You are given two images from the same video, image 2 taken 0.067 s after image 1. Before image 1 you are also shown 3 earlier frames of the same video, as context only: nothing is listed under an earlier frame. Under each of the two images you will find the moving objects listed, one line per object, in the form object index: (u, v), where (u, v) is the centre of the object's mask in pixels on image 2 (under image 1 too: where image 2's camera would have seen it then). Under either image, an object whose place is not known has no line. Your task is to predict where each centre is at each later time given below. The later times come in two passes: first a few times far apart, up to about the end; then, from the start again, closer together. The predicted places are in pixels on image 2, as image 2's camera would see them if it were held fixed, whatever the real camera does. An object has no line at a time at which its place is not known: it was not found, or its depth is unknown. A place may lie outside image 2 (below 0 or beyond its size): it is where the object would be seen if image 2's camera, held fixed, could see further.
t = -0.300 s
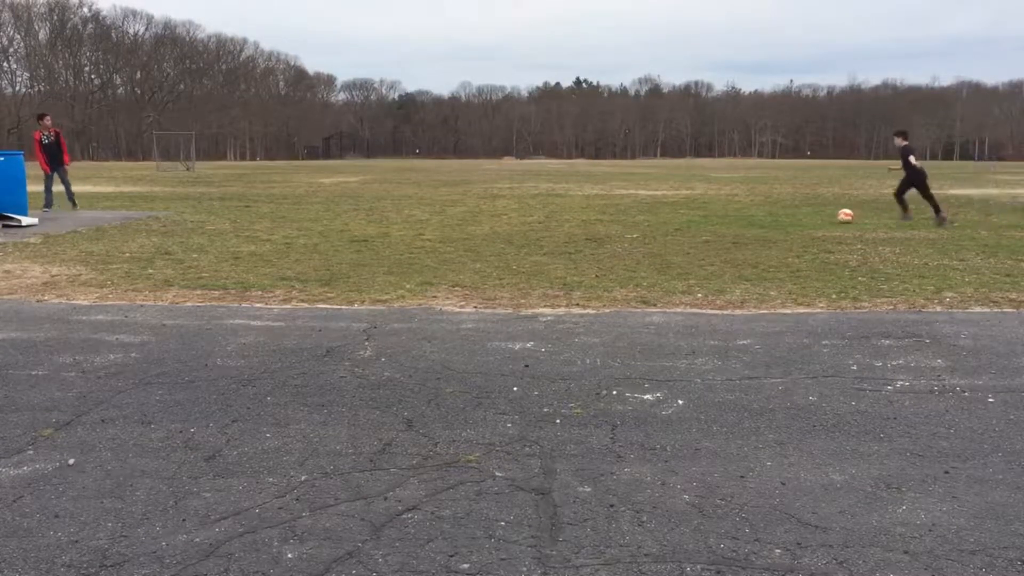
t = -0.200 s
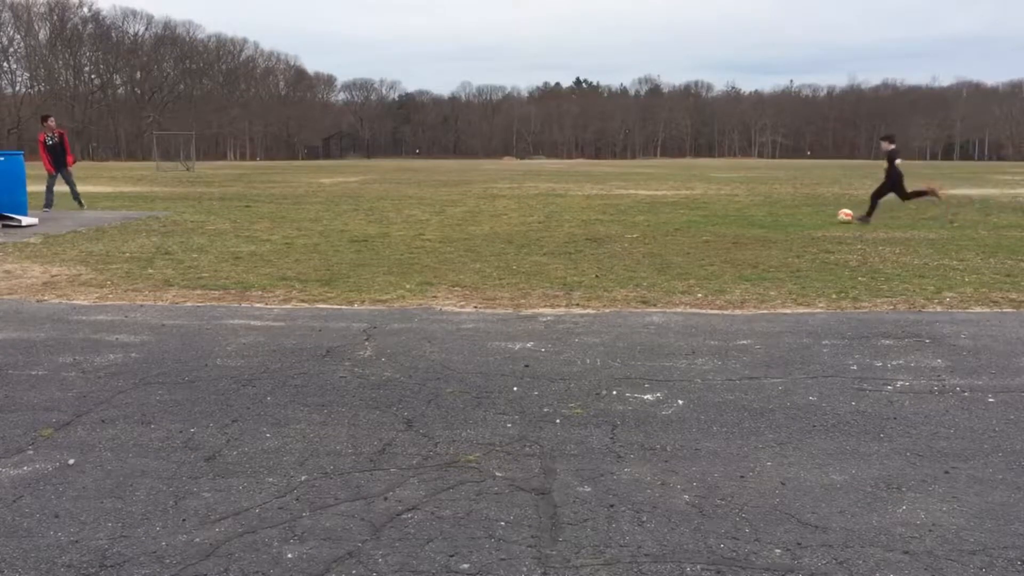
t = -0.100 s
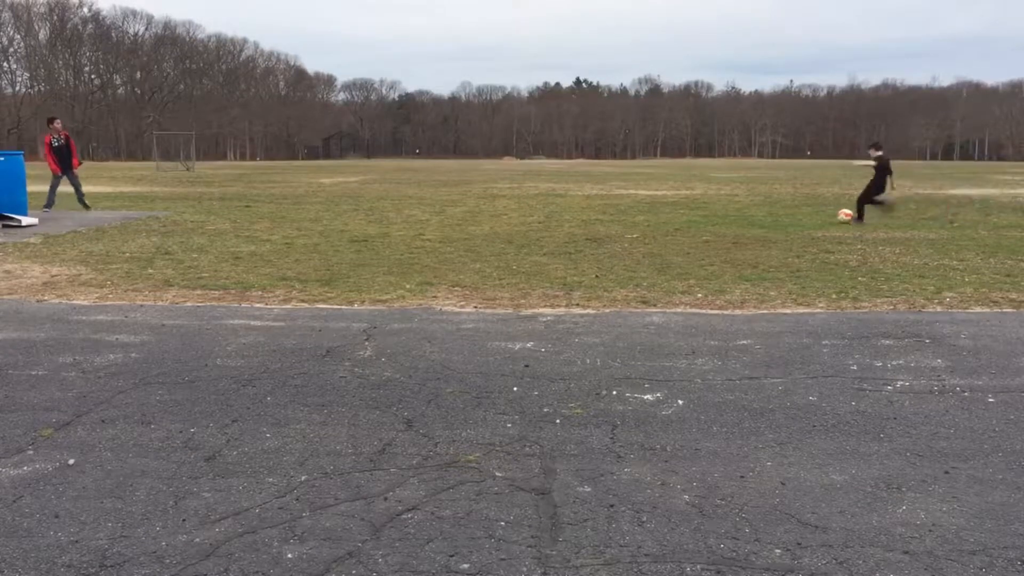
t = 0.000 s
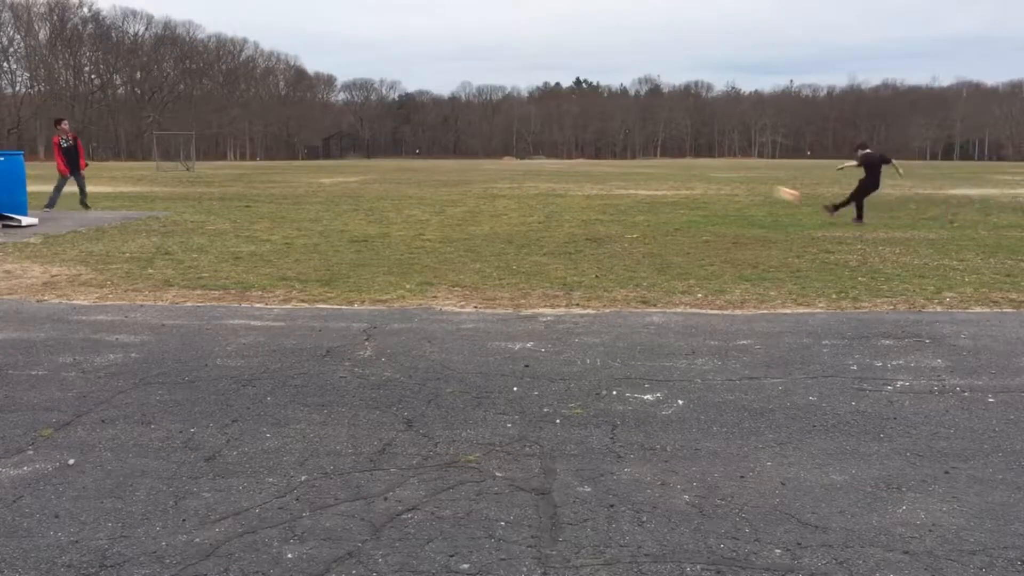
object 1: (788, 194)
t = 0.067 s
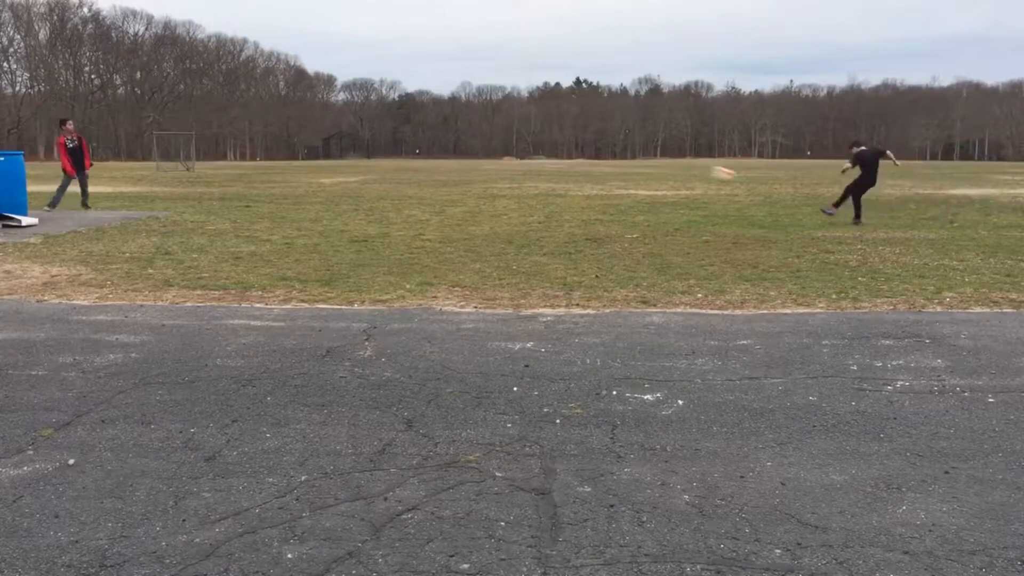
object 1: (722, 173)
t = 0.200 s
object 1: (595, 141)
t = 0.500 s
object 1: (307, 99)
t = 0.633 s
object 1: (174, 97)
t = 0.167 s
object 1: (626, 148)
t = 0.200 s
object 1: (595, 141)
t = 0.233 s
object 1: (564, 134)
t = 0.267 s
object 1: (532, 127)
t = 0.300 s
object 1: (500, 121)
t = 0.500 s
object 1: (307, 99)
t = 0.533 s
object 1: (274, 98)
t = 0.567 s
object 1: (241, 97)
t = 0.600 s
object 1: (208, 97)
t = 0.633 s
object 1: (174, 97)
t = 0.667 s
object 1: (140, 99)
